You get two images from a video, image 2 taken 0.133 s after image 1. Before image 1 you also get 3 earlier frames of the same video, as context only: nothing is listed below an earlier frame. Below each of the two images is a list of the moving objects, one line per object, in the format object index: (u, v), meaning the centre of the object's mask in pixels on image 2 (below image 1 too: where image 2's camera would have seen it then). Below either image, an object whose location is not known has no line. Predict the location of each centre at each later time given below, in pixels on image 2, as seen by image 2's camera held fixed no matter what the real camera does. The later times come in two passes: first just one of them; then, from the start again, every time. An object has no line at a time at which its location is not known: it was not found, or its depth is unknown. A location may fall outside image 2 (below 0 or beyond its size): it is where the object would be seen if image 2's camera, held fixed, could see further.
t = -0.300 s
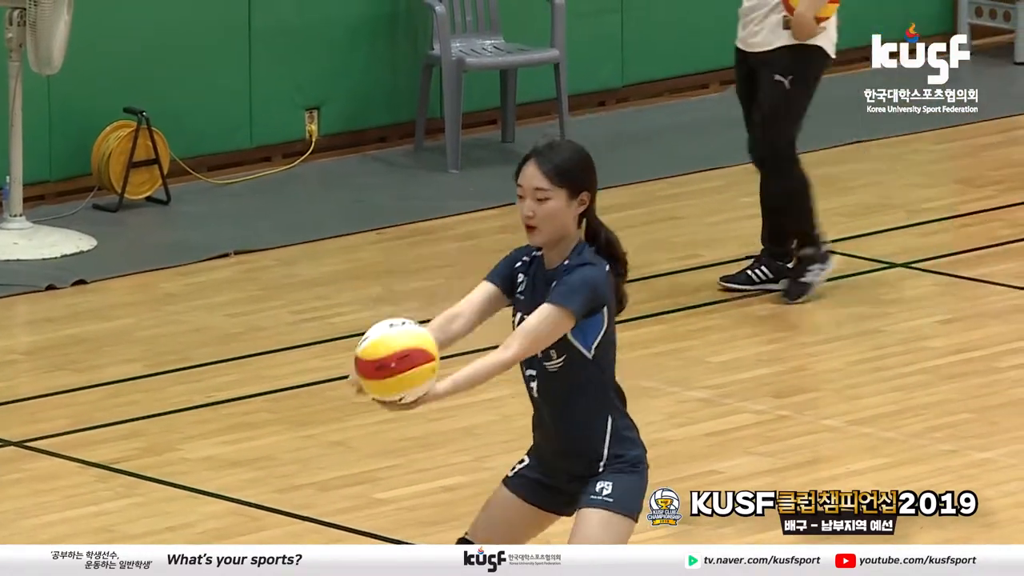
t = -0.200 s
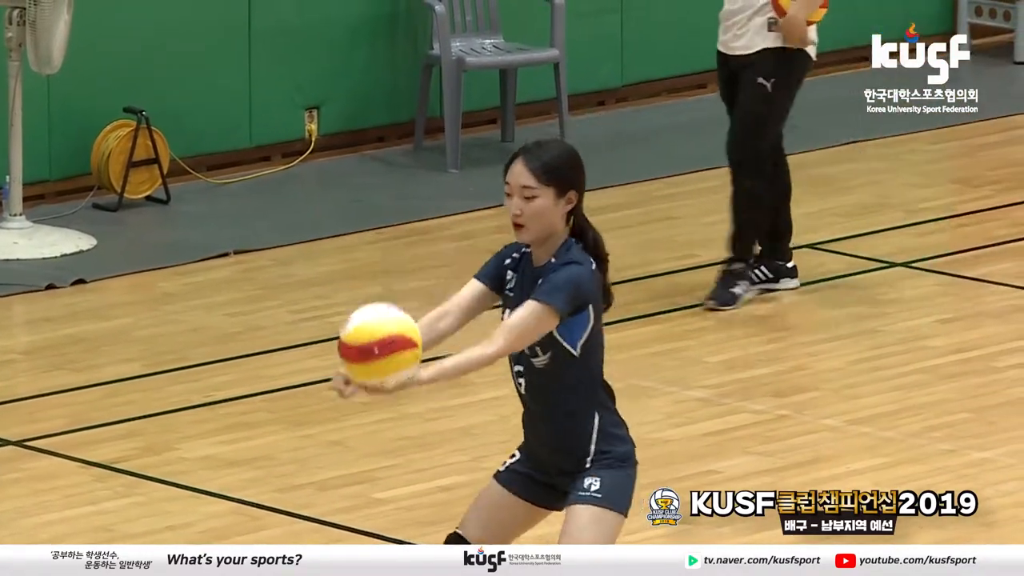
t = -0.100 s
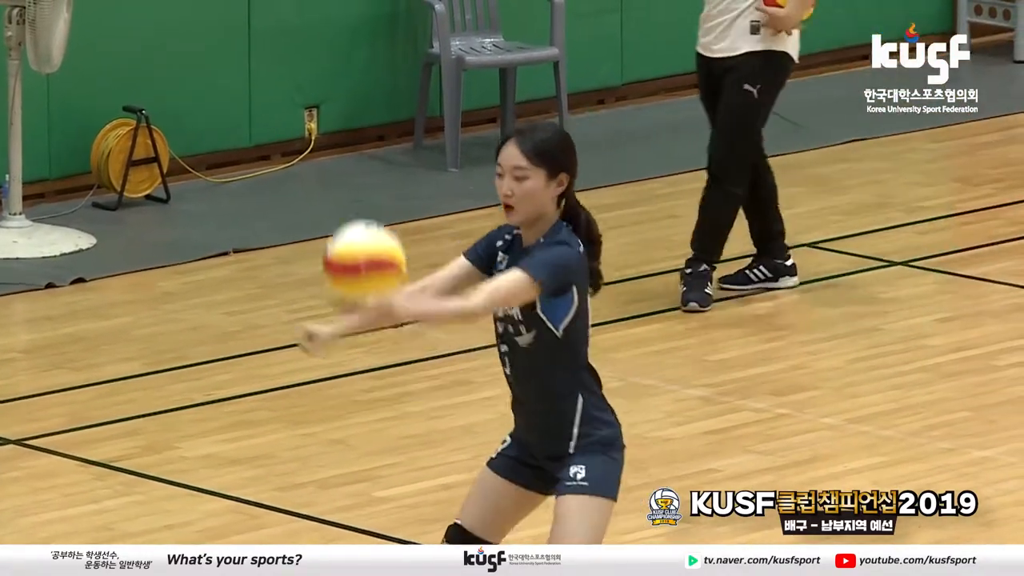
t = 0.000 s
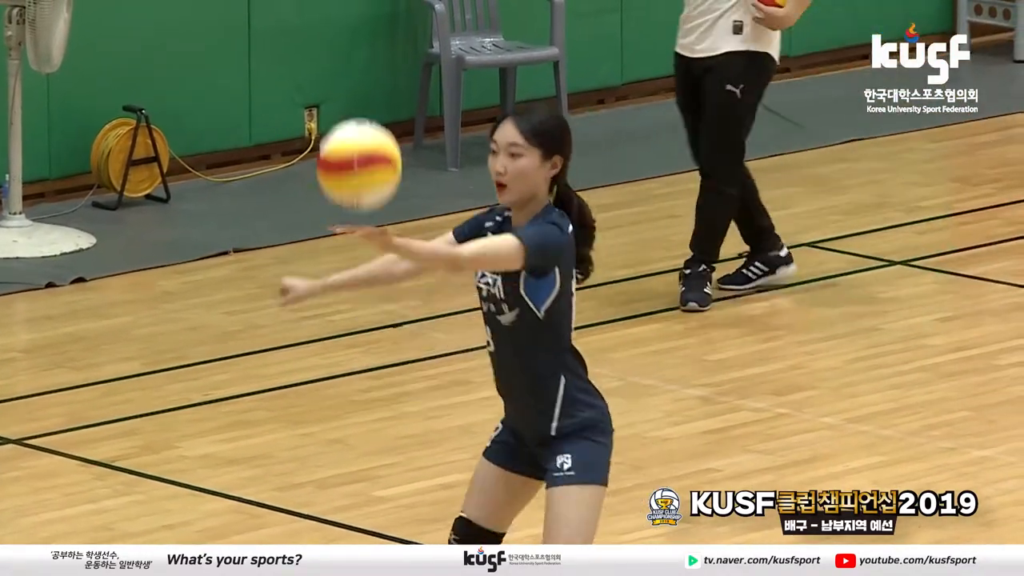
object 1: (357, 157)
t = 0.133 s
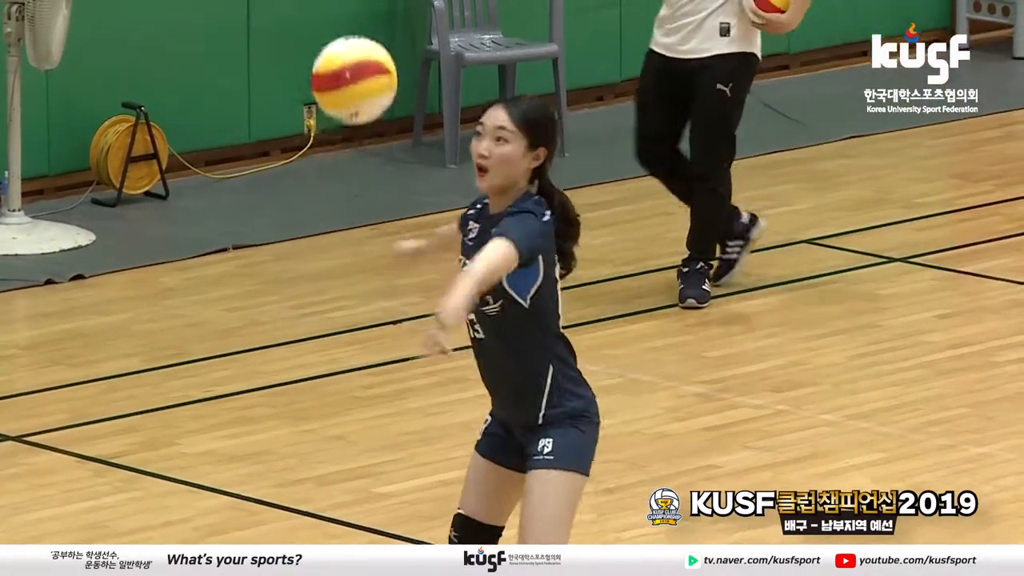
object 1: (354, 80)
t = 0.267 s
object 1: (351, 67)
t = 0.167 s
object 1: (353, 70)
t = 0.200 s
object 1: (352, 65)
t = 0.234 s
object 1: (351, 64)
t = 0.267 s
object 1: (351, 67)
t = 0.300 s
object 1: (350, 75)
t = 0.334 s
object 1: (350, 87)
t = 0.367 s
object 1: (349, 103)
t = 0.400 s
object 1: (348, 123)
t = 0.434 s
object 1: (347, 146)
